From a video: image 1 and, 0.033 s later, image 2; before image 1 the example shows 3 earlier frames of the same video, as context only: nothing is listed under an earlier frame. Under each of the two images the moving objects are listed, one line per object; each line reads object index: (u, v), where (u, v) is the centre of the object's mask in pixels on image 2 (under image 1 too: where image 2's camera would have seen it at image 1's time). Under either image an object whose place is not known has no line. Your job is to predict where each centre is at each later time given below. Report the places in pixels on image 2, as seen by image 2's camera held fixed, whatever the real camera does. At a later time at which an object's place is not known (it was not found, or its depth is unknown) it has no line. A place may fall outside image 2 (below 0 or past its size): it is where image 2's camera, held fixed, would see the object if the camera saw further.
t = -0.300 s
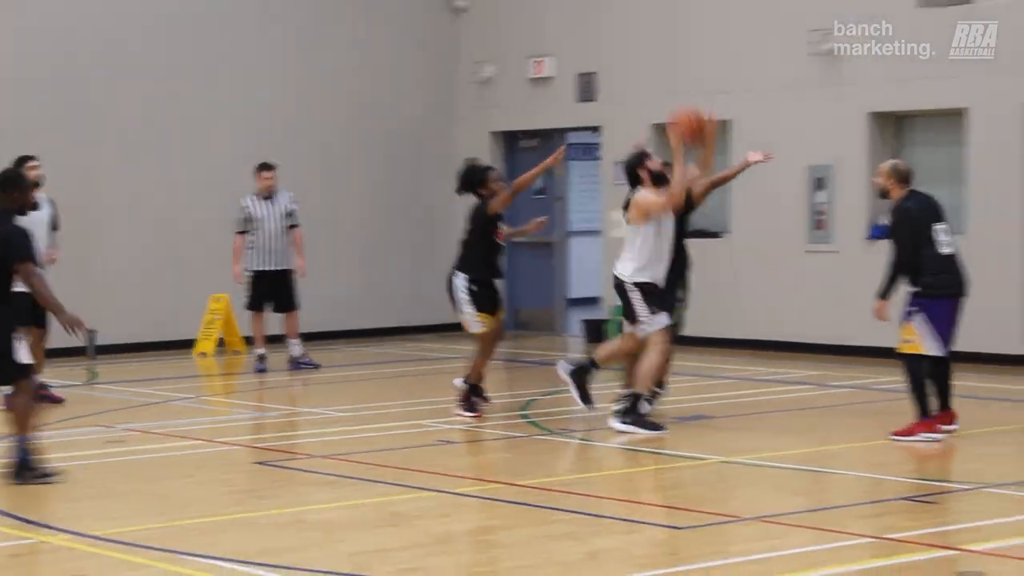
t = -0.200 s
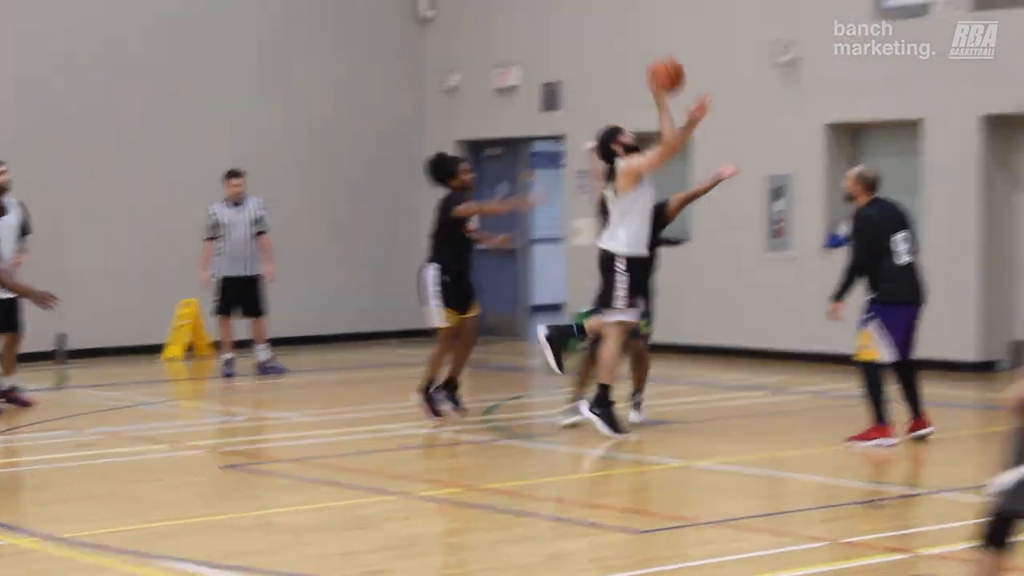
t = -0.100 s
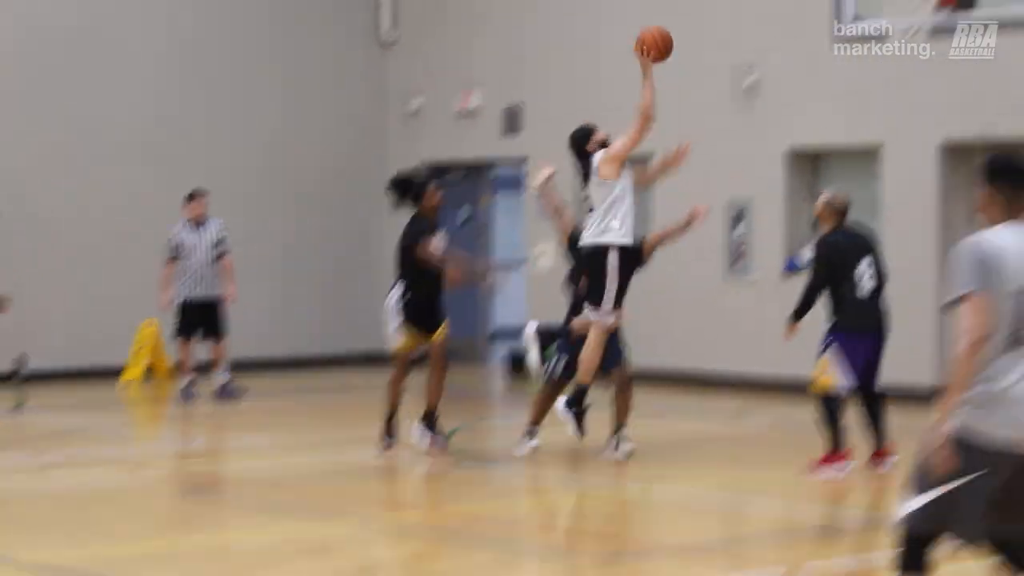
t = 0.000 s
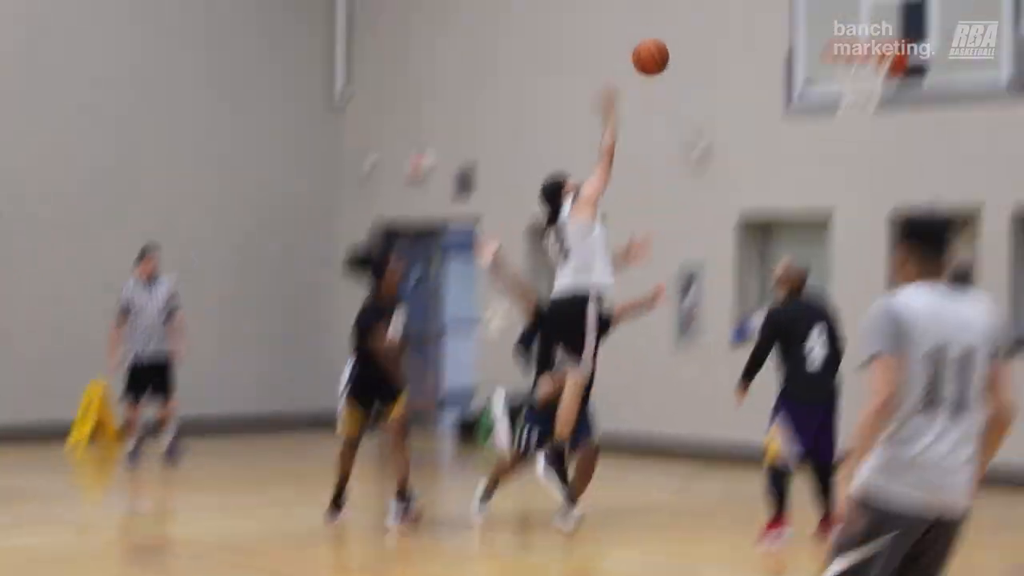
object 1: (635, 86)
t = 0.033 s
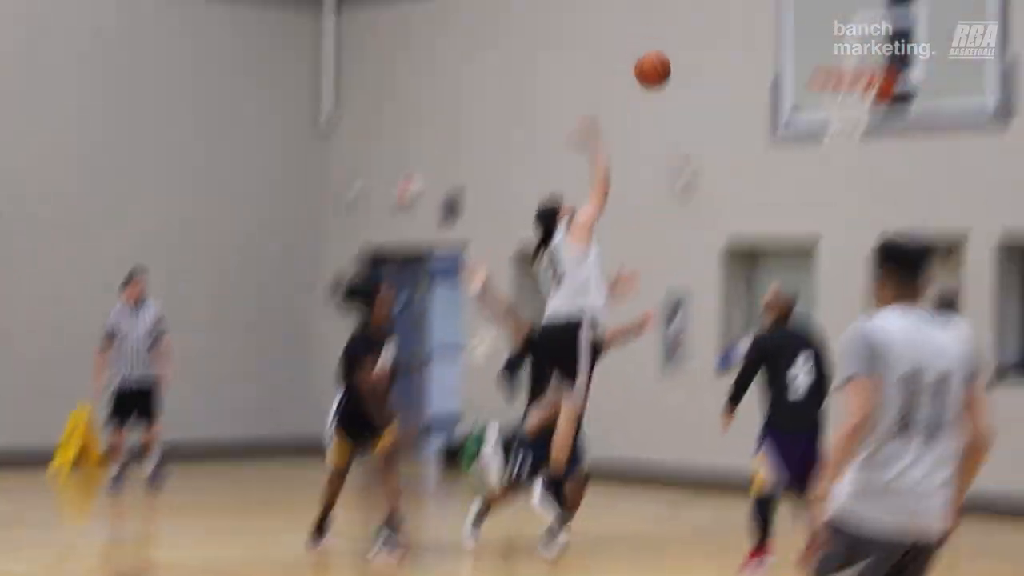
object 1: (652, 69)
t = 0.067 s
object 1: (667, 63)
